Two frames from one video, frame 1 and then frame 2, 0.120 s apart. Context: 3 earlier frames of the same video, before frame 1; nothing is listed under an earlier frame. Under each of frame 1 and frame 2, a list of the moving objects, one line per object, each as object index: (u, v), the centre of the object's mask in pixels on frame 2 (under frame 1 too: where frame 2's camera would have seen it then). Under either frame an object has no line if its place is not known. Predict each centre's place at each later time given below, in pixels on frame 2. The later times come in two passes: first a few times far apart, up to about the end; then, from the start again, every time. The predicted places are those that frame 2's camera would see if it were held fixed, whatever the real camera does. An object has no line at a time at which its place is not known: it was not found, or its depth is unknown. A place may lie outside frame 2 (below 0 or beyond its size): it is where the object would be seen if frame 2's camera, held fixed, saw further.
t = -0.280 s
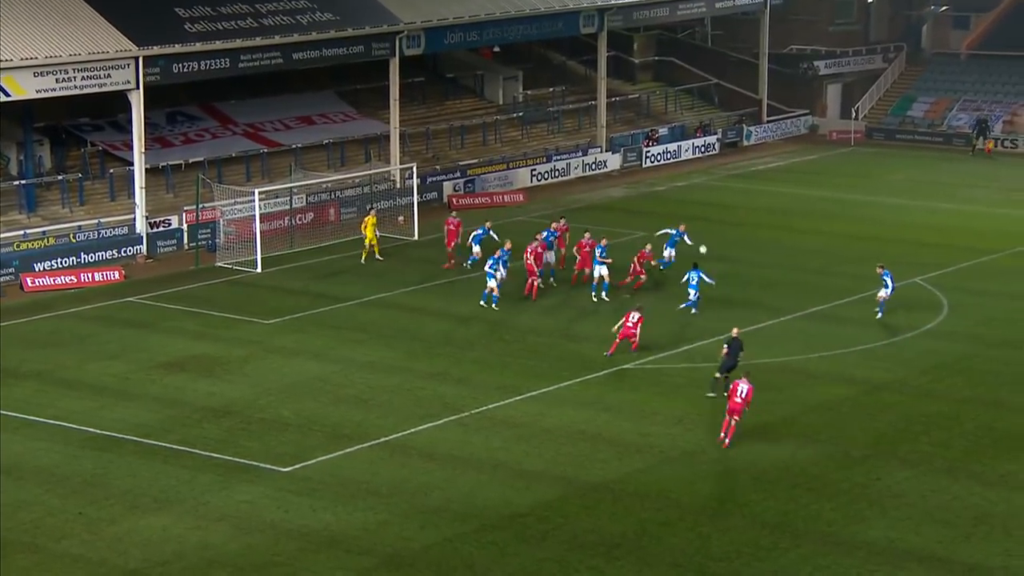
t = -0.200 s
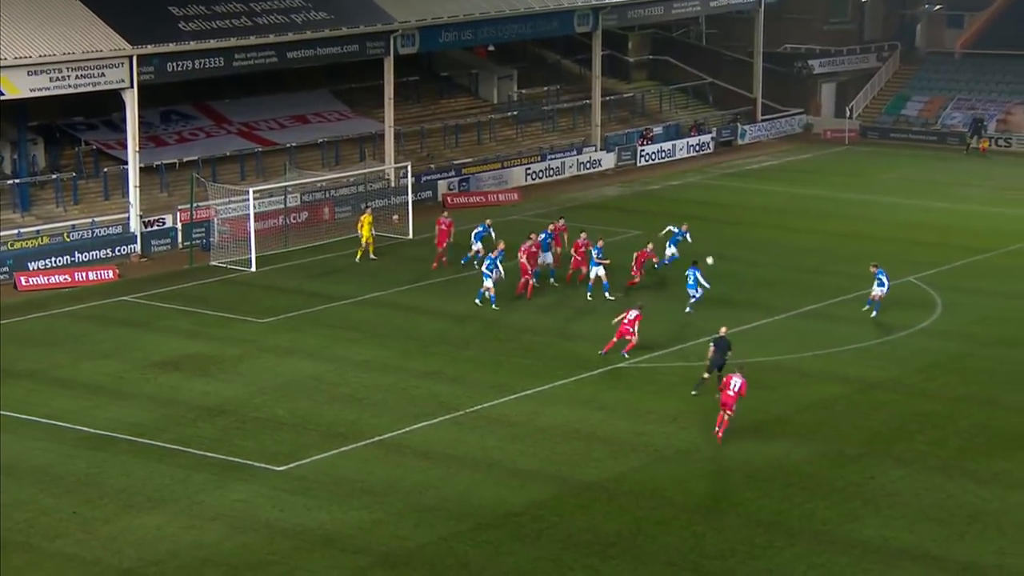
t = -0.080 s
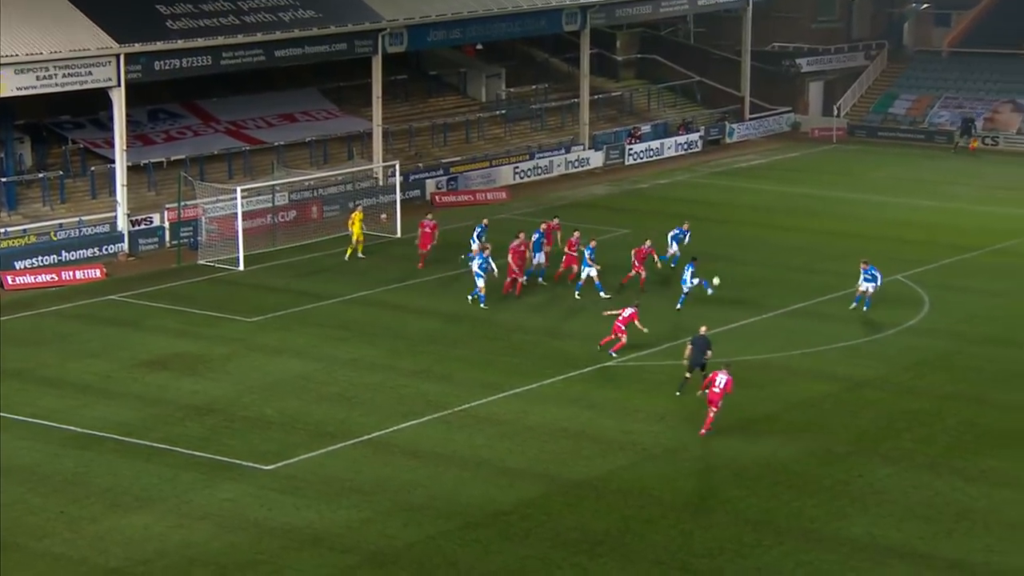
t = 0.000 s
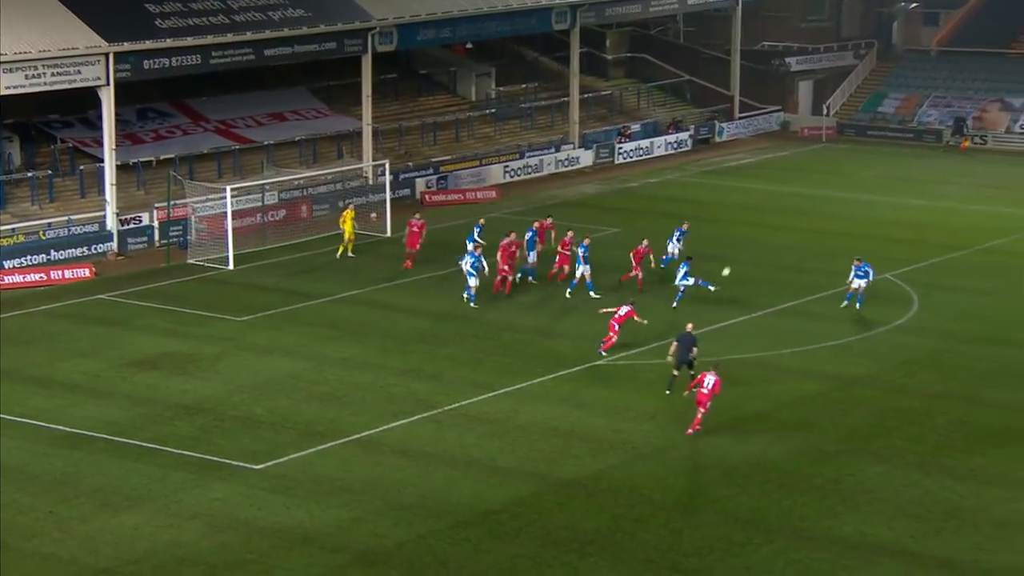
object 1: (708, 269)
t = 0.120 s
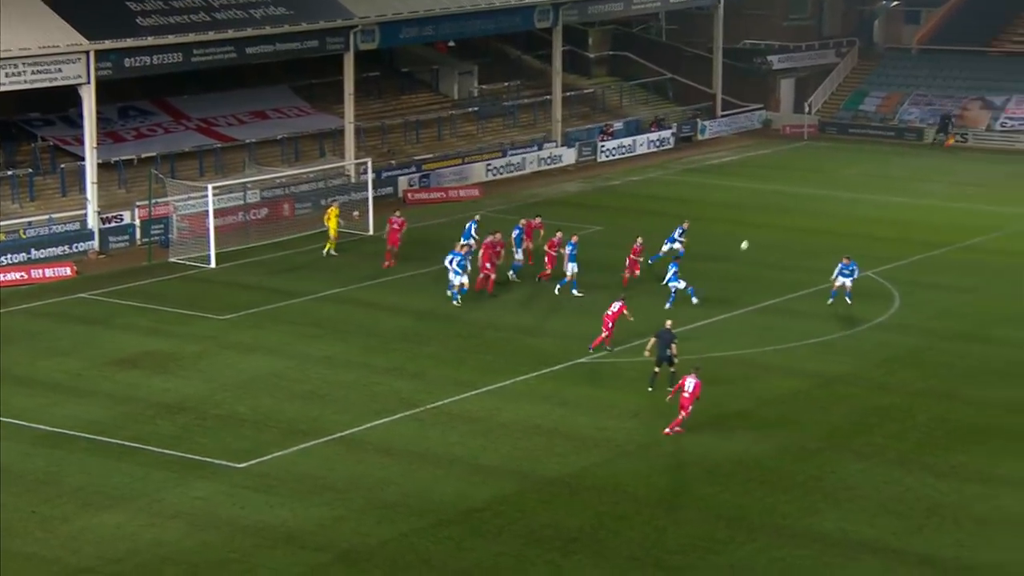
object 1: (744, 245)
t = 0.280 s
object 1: (792, 220)
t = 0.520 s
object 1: (863, 201)
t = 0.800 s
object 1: (949, 206)
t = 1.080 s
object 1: (1034, 242)
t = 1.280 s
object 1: (1098, 287)
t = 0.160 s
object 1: (756, 238)
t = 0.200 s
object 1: (768, 231)
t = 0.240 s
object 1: (780, 225)
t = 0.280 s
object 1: (792, 220)
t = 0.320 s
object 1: (804, 215)
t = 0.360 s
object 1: (816, 211)
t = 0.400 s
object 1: (828, 208)
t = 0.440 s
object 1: (840, 205)
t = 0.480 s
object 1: (851, 202)
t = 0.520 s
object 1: (863, 201)
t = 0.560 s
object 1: (876, 199)
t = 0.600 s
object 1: (887, 199)
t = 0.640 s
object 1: (900, 199)
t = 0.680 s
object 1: (912, 200)
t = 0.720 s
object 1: (924, 201)
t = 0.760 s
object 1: (937, 203)
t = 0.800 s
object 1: (949, 206)
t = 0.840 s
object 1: (961, 209)
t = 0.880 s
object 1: (973, 213)
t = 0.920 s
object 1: (985, 217)
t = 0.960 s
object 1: (998, 223)
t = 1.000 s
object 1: (1010, 228)
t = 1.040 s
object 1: (1023, 235)
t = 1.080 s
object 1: (1034, 242)
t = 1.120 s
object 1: (1047, 249)
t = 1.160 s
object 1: (1060, 258)
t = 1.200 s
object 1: (1072, 266)
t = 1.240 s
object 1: (1085, 276)
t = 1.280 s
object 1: (1098, 287)
